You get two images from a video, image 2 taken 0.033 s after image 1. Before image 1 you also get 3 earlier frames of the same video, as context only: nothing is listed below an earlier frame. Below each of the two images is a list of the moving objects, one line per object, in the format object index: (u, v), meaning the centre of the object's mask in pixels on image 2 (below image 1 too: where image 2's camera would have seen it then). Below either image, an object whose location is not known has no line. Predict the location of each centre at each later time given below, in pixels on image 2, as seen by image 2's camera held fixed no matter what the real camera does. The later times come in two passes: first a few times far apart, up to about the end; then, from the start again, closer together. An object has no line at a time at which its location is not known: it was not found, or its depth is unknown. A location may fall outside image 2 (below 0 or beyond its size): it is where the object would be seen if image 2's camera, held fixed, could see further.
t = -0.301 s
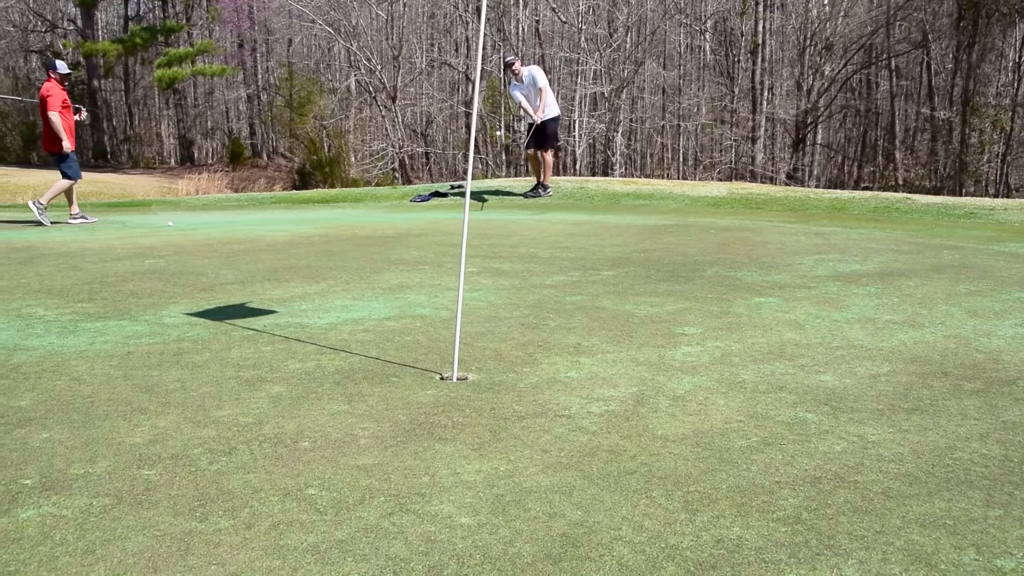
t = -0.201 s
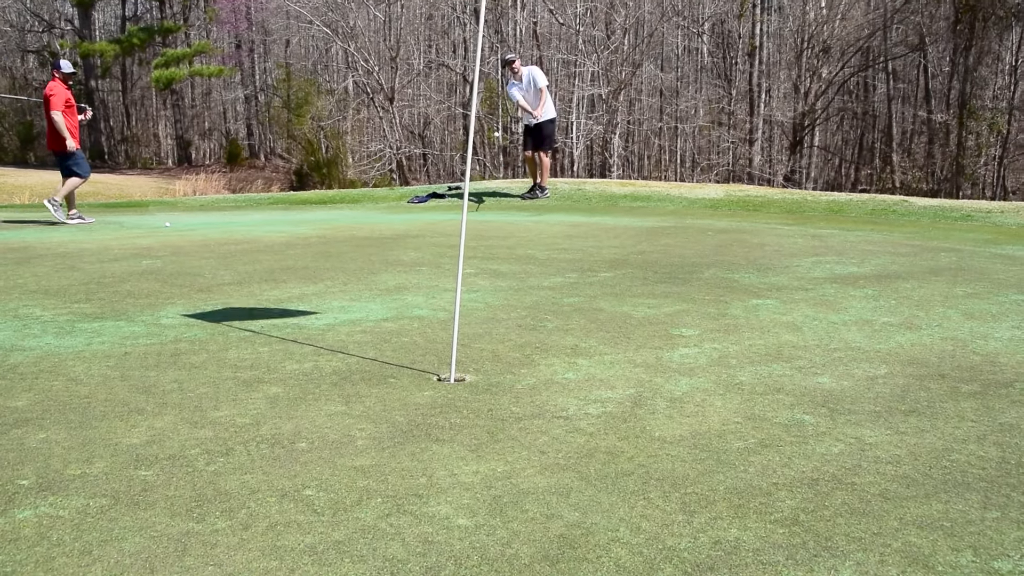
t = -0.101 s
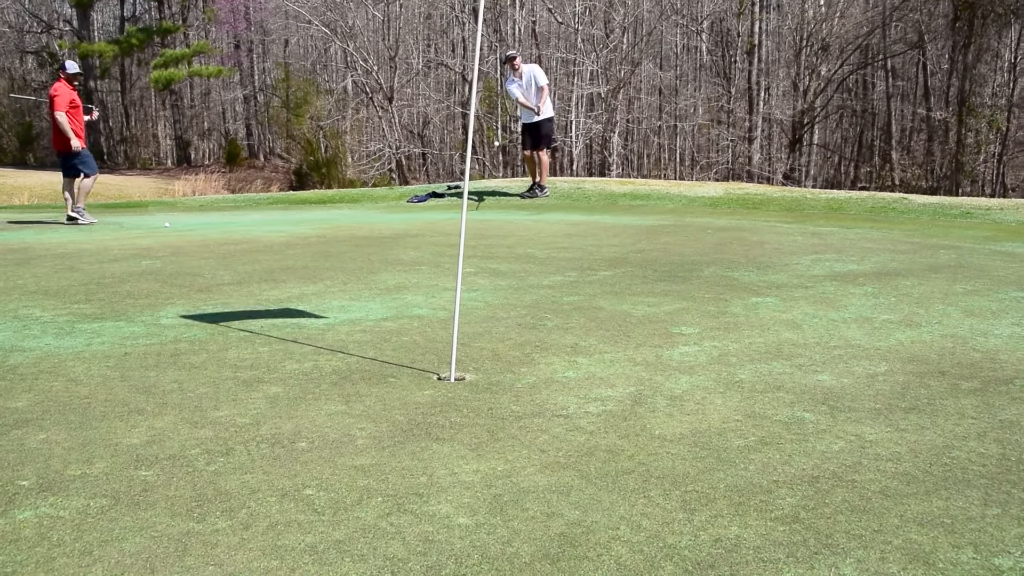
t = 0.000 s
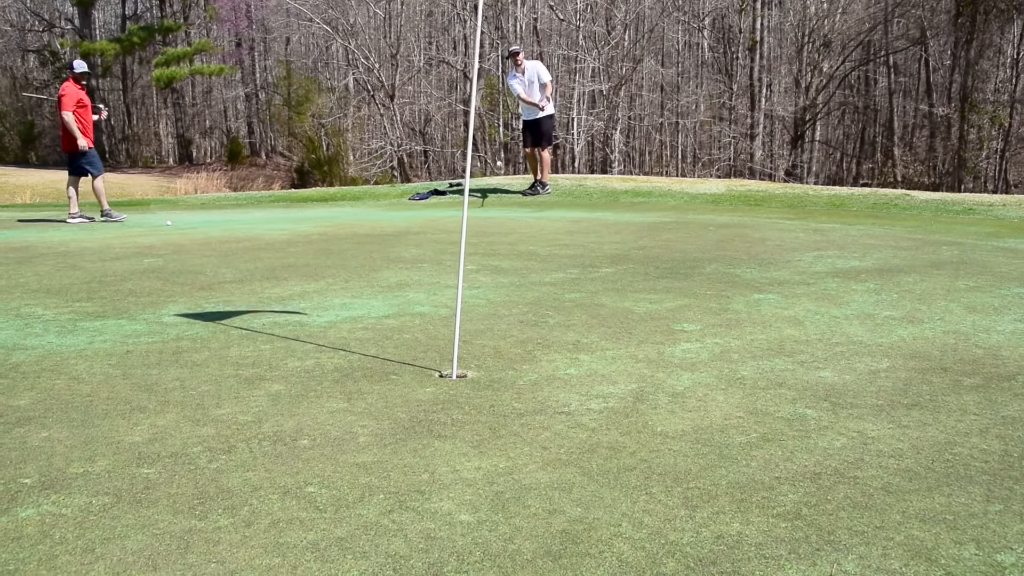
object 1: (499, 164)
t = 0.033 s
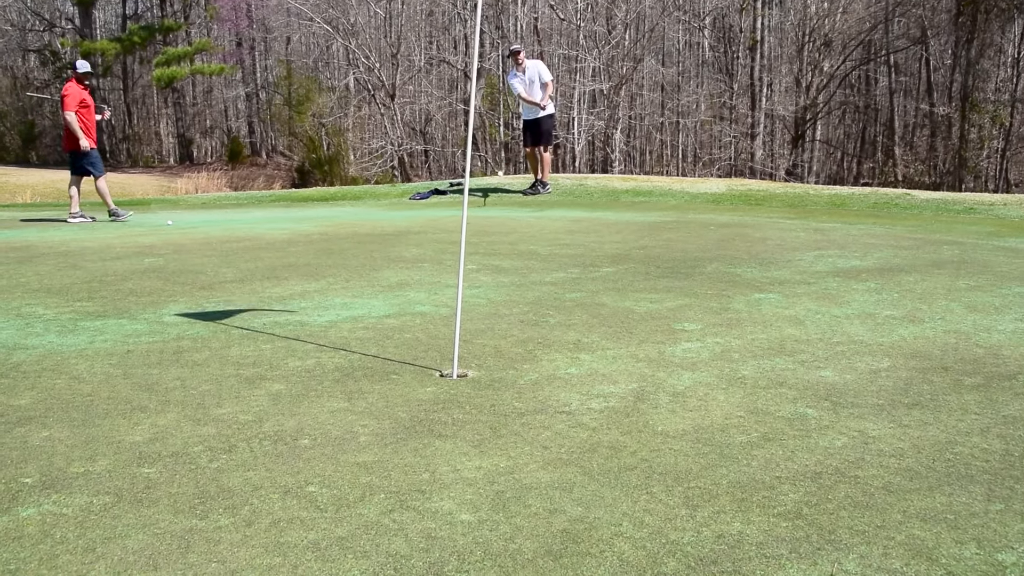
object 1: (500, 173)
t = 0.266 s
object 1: (503, 219)
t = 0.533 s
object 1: (507, 236)
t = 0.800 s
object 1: (513, 250)
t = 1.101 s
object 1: (524, 262)
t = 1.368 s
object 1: (538, 272)
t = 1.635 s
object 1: (556, 283)
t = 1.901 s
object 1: (575, 293)
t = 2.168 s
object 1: (596, 304)
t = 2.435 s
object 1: (617, 313)
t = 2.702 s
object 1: (639, 321)
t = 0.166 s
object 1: (502, 228)
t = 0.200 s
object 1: (503, 223)
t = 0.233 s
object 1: (503, 221)
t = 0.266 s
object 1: (503, 219)
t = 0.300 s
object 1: (504, 219)
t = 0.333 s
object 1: (504, 219)
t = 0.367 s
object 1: (505, 223)
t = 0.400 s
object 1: (505, 227)
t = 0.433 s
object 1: (505, 233)
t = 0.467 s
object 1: (506, 237)
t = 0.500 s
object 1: (507, 236)
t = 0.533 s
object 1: (507, 236)
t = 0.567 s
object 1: (508, 237)
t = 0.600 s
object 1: (508, 241)
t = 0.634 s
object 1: (509, 244)
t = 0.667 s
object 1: (510, 244)
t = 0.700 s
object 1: (511, 245)
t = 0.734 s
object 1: (511, 247)
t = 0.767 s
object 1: (512, 248)
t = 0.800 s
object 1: (513, 250)
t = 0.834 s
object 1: (514, 251)
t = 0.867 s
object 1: (515, 252)
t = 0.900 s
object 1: (516, 254)
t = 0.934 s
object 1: (517, 255)
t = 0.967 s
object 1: (519, 256)
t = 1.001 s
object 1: (520, 258)
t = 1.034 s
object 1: (522, 259)
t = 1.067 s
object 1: (523, 260)
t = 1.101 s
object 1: (524, 262)
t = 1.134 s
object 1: (526, 263)
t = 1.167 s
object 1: (528, 264)
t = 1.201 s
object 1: (529, 265)
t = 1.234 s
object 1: (531, 267)
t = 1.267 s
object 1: (533, 268)
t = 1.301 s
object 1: (534, 269)
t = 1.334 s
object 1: (537, 271)
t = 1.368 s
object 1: (538, 272)
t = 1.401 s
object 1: (541, 274)
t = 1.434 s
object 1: (543, 275)
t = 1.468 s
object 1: (545, 277)
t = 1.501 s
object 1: (547, 278)
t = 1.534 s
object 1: (549, 279)
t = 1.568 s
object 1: (551, 281)
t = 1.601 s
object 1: (554, 282)
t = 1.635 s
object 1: (556, 283)
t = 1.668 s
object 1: (558, 284)
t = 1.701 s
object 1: (561, 285)
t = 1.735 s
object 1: (563, 287)
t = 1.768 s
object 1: (566, 288)
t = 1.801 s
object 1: (568, 290)
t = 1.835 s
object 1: (570, 291)
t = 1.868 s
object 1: (573, 293)
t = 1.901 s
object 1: (575, 293)
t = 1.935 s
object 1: (578, 295)
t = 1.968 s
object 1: (580, 296)
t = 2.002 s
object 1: (583, 297)
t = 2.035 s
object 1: (585, 299)
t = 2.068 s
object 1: (588, 300)
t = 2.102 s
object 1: (590, 301)
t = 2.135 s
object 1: (593, 302)
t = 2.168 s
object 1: (596, 304)
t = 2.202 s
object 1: (598, 305)
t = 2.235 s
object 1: (601, 306)
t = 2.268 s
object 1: (603, 307)
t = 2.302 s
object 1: (606, 308)
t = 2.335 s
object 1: (609, 310)
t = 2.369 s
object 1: (612, 311)
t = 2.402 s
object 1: (614, 312)
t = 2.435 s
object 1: (617, 313)
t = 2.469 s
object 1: (620, 314)
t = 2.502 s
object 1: (623, 315)
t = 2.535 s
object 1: (626, 317)
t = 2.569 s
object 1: (628, 317)
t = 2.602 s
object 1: (631, 319)
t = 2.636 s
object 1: (634, 319)
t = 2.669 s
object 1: (636, 320)
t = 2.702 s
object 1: (639, 321)
